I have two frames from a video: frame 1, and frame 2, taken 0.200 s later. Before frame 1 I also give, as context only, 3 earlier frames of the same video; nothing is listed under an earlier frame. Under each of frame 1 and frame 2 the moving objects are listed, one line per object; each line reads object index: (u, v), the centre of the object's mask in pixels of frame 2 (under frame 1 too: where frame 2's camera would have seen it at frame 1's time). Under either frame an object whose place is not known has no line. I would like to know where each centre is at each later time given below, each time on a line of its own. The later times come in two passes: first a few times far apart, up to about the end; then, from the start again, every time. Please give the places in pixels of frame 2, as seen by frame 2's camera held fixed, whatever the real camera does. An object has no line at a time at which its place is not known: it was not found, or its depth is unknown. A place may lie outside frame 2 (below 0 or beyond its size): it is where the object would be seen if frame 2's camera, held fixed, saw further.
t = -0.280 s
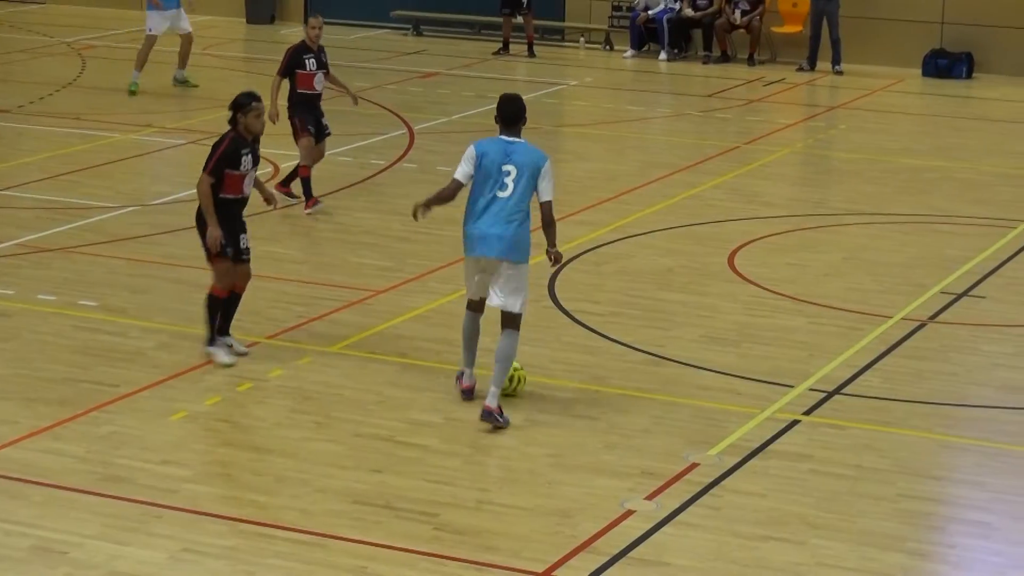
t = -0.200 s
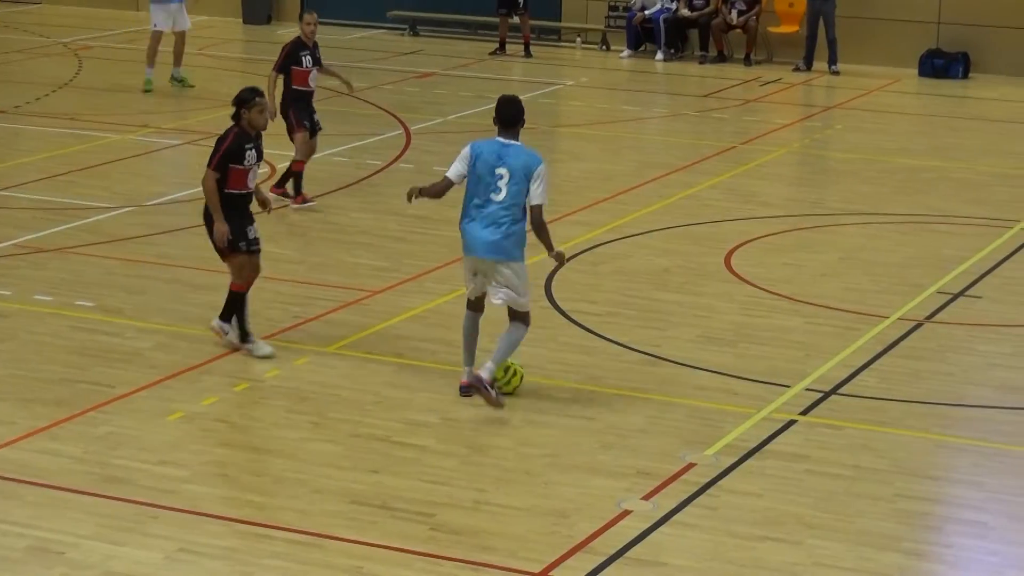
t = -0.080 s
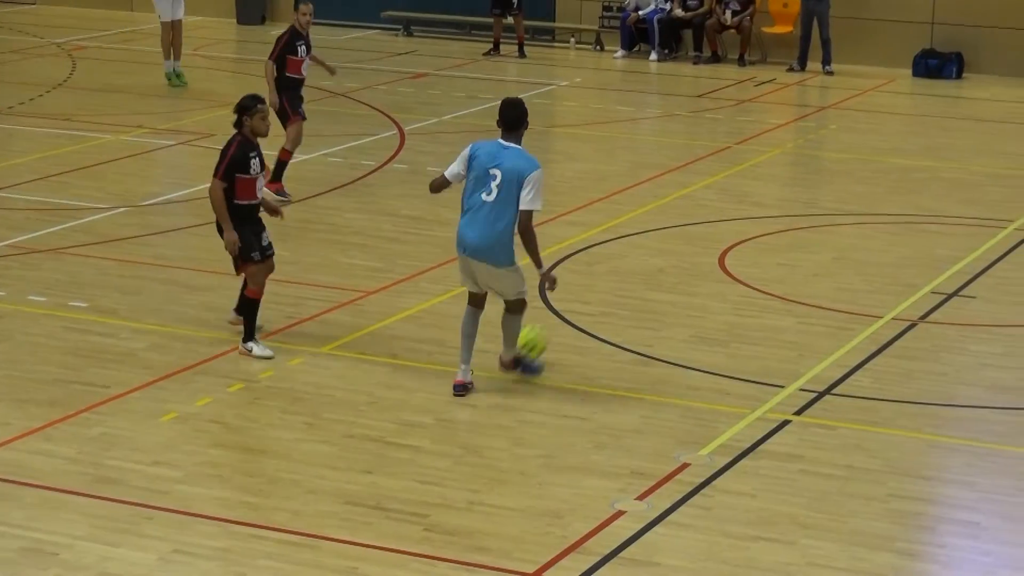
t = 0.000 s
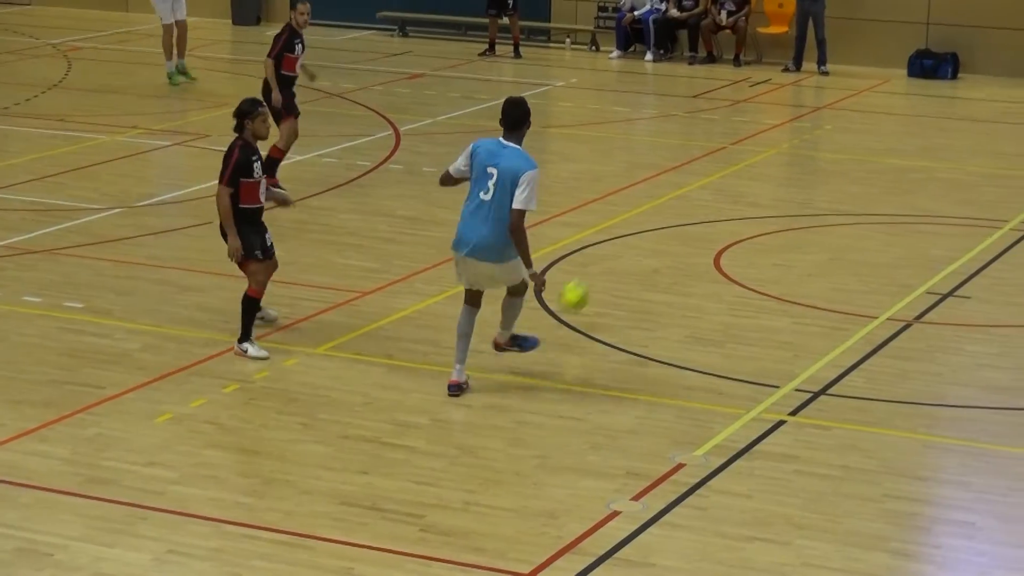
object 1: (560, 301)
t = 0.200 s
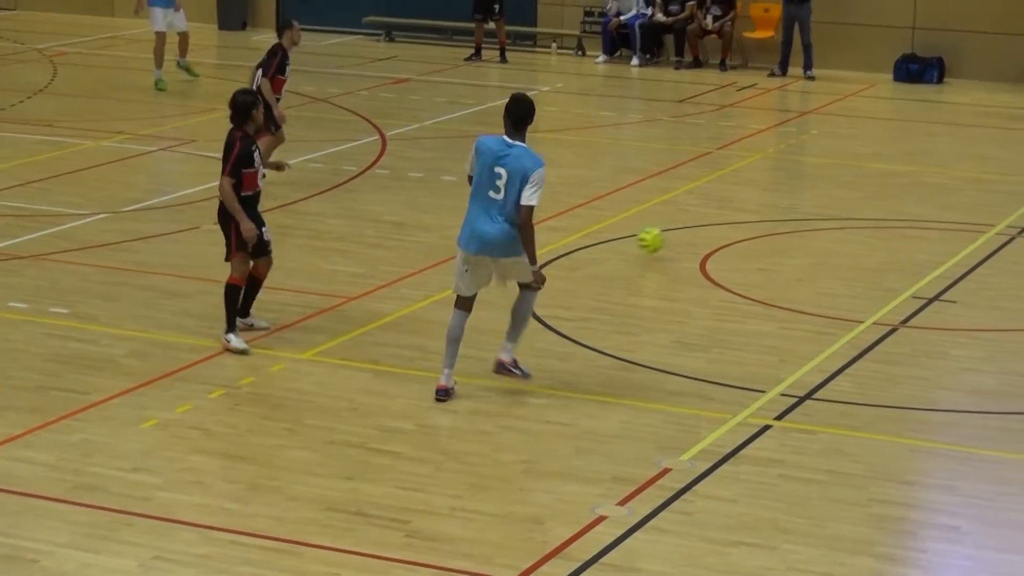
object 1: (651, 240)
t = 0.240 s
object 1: (665, 237)
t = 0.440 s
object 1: (712, 192)
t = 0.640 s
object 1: (743, 162)
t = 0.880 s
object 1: (771, 133)
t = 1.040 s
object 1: (785, 118)
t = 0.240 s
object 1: (665, 237)
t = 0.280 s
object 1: (676, 225)
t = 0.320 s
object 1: (687, 213)
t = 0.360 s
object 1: (696, 204)
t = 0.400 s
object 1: (705, 196)
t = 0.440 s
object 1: (712, 192)
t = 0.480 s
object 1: (719, 186)
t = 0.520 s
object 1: (725, 177)
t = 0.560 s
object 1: (732, 170)
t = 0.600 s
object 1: (738, 166)
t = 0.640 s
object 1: (743, 162)
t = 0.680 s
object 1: (749, 154)
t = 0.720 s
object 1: (754, 149)
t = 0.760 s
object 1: (758, 147)
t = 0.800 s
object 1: (762, 142)
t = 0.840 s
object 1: (766, 138)
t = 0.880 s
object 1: (771, 133)
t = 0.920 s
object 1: (774, 130)
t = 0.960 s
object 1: (778, 125)
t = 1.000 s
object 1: (782, 121)
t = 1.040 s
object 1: (785, 118)
